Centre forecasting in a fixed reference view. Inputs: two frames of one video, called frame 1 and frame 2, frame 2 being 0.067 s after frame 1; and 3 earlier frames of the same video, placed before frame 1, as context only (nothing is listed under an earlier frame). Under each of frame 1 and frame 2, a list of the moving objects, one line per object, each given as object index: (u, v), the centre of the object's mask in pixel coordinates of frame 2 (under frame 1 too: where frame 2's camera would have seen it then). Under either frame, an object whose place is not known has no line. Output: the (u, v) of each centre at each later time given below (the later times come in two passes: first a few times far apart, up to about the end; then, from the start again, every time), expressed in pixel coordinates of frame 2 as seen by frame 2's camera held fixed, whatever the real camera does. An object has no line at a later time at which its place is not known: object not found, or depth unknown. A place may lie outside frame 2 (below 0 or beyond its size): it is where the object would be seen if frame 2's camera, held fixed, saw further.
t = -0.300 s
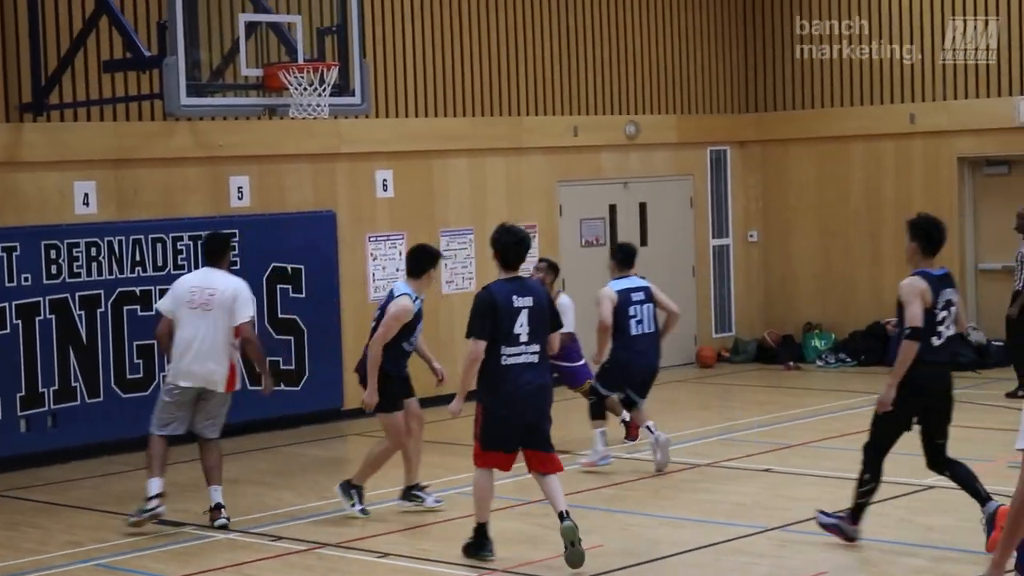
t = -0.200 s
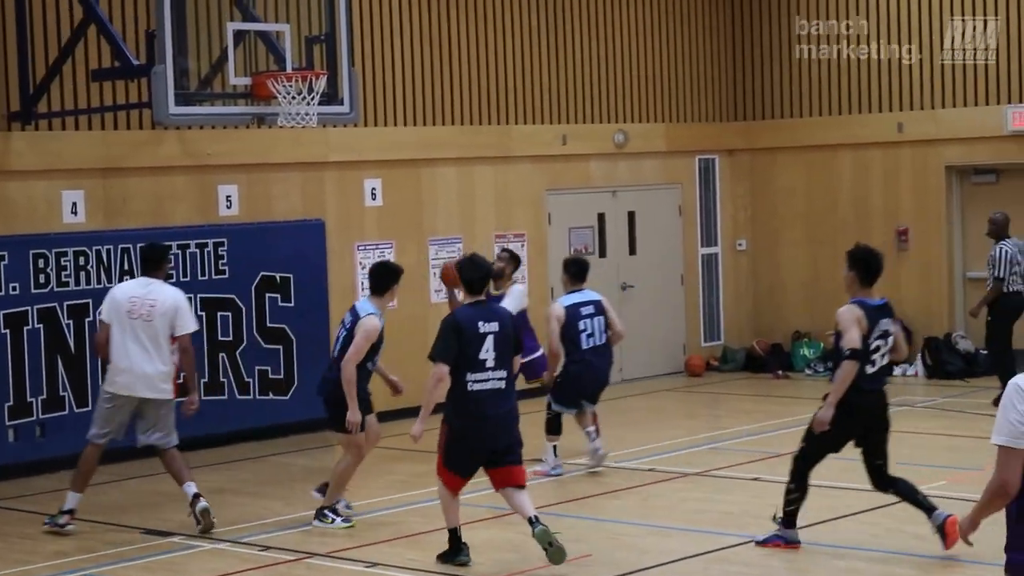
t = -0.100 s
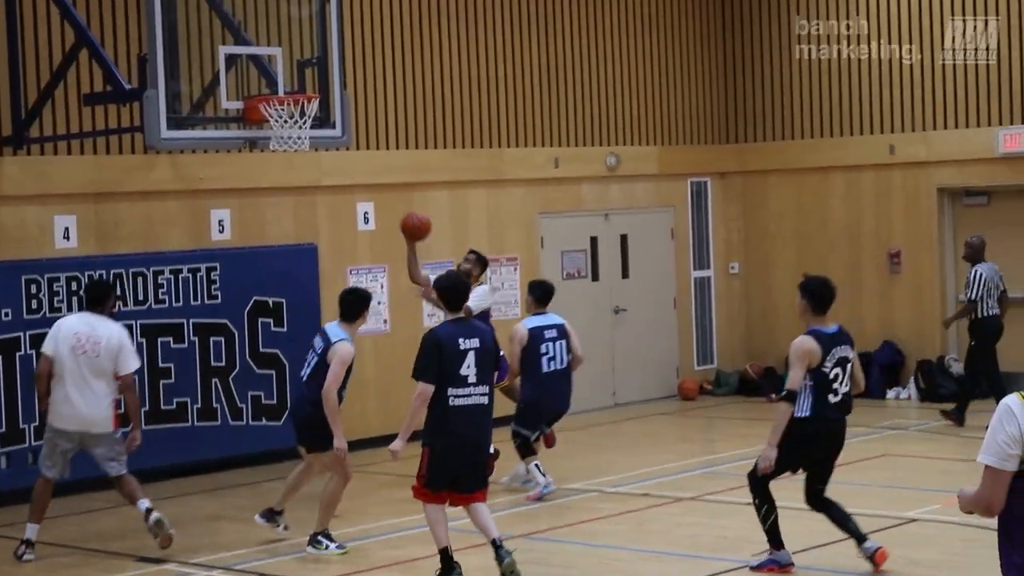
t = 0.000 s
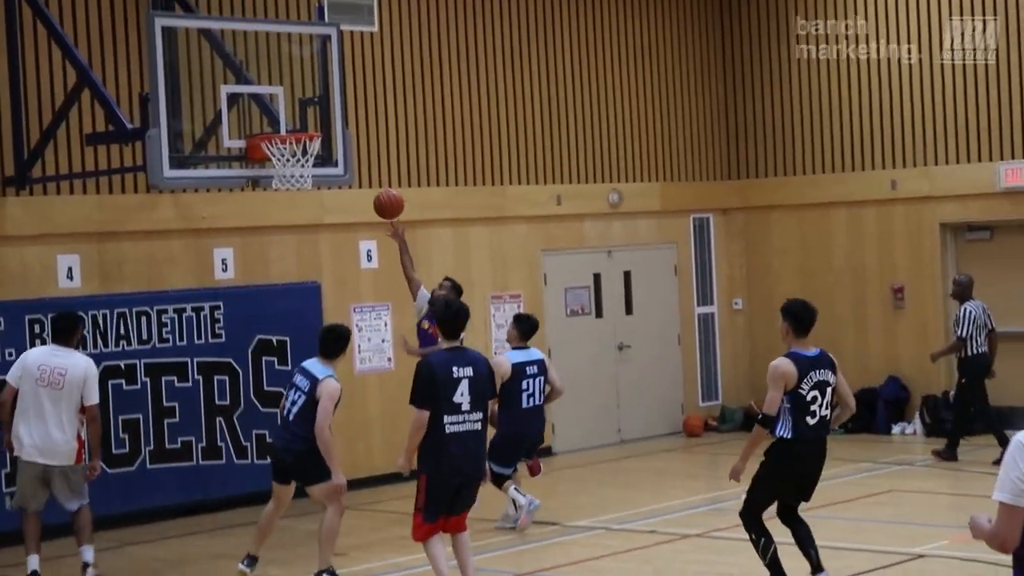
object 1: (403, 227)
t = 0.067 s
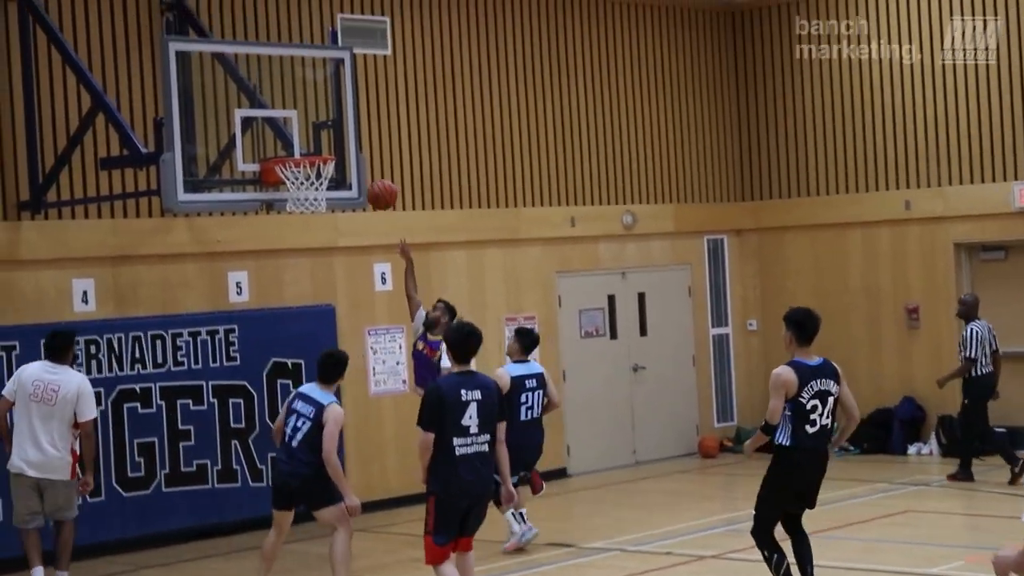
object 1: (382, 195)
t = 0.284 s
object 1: (329, 130)
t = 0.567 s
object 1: (319, 143)
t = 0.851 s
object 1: (291, 199)
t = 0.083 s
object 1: (377, 187)
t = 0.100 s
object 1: (372, 180)
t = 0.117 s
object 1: (366, 174)
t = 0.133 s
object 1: (361, 168)
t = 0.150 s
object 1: (356, 162)
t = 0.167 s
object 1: (351, 156)
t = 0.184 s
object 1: (346, 151)
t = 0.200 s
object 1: (341, 146)
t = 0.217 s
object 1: (335, 142)
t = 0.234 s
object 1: (331, 138)
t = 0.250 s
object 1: (330, 135)
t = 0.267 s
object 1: (329, 132)
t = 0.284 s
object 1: (329, 130)
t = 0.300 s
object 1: (328, 128)
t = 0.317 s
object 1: (327, 126)
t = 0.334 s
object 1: (327, 125)
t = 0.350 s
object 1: (327, 124)
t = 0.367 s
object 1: (325, 123)
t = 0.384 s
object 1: (325, 123)
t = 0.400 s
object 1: (324, 123)
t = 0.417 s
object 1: (323, 123)
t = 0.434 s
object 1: (323, 124)
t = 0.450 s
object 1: (322, 125)
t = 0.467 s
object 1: (322, 127)
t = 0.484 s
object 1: (321, 129)
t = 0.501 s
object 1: (321, 131)
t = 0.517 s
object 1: (321, 134)
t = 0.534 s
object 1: (320, 137)
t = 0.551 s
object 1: (319, 140)
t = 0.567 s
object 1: (319, 143)
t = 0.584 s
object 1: (318, 145)
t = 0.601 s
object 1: (316, 147)
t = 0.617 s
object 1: (314, 148)
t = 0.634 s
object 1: (312, 150)
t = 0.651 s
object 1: (310, 151)
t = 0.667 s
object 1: (307, 153)
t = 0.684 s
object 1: (305, 155)
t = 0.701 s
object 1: (306, 176)
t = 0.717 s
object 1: (302, 175)
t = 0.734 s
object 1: (299, 180)
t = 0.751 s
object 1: (297, 185)
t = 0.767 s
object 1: (296, 189)
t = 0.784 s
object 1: (294, 190)
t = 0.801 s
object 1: (292, 194)
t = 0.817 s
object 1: (291, 196)
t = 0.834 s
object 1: (292, 199)
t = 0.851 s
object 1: (291, 199)
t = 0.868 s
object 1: (292, 202)
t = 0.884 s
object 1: (292, 206)
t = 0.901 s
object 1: (292, 208)
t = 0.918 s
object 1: (293, 209)
